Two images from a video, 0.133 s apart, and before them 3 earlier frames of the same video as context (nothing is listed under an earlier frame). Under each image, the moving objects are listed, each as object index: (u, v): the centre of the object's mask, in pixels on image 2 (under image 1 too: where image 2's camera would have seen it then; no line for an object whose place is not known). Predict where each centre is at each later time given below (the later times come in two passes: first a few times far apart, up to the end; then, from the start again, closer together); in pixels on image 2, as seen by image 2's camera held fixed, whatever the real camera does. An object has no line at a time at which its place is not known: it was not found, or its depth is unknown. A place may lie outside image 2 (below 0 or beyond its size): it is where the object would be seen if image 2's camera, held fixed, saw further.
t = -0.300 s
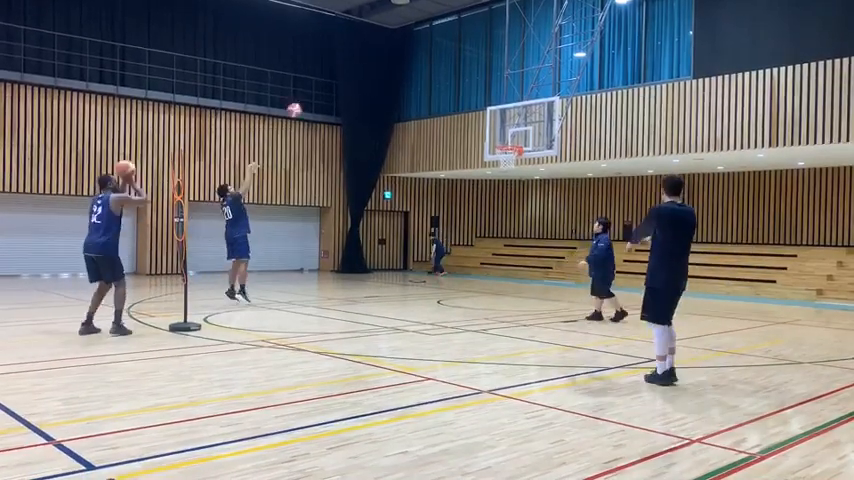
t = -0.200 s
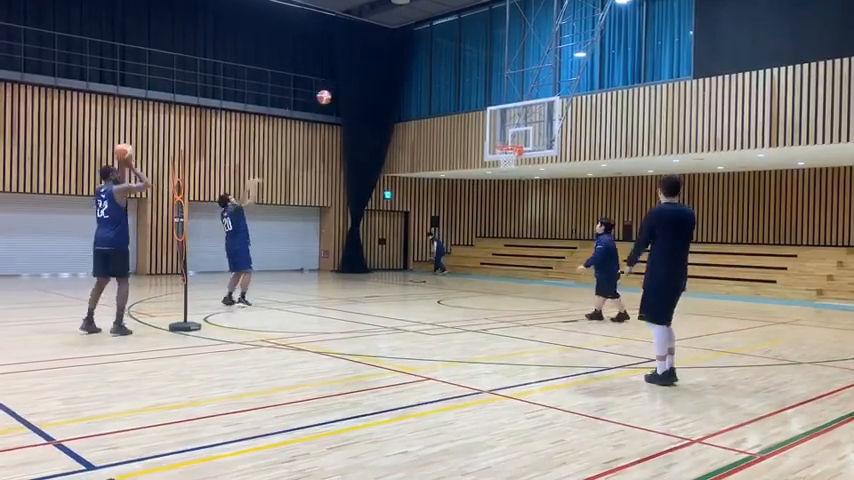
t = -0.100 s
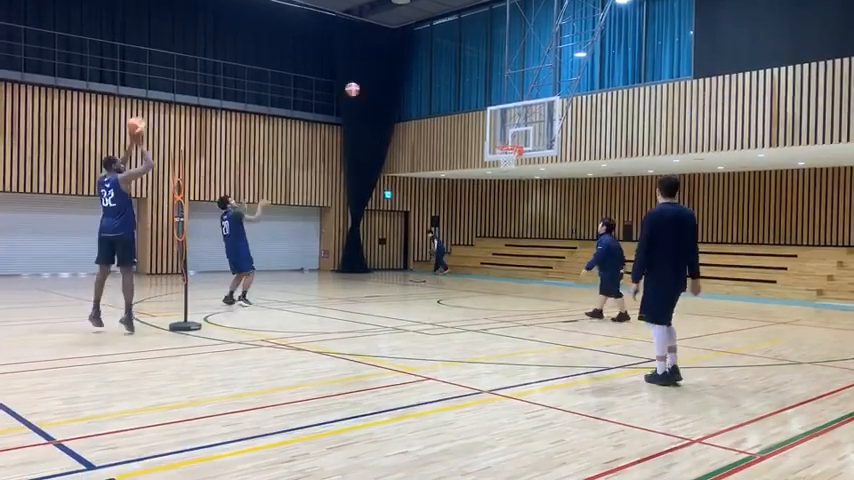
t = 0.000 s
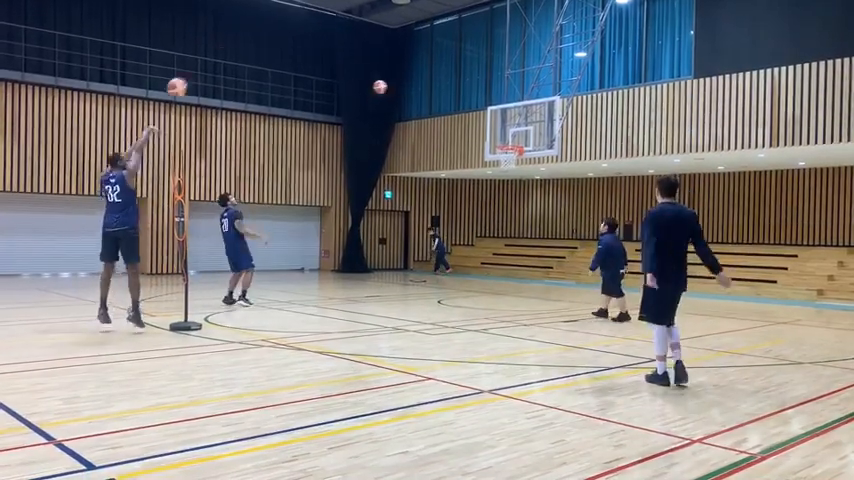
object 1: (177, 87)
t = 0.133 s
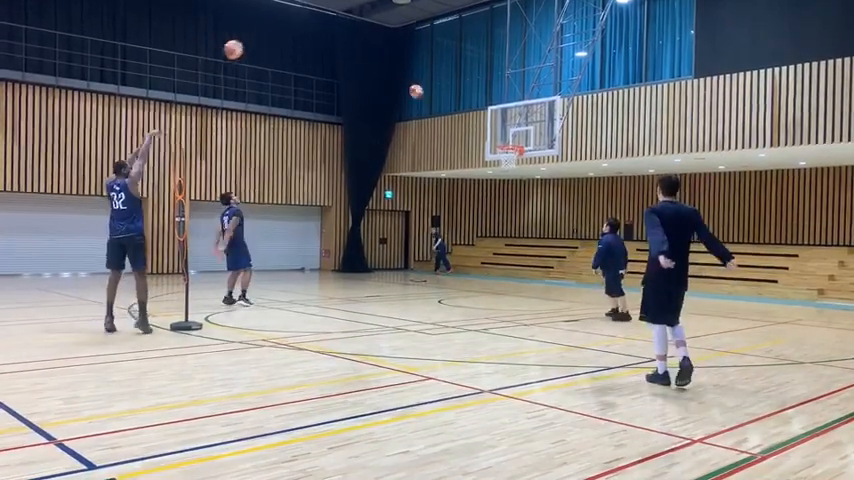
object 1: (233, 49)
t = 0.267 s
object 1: (282, 27)
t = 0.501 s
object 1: (356, 18)
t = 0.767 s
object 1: (427, 46)
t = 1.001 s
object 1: (478, 97)
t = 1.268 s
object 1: (518, 150)
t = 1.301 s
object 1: (519, 150)
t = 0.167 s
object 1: (246, 42)
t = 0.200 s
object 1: (258, 37)
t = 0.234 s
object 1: (270, 31)
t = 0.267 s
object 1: (282, 27)
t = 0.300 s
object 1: (293, 24)
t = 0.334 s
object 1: (304, 21)
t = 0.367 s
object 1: (316, 19)
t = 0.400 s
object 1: (326, 18)
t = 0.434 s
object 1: (336, 17)
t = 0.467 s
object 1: (346, 18)
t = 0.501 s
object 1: (356, 18)
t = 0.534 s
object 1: (366, 20)
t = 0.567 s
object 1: (375, 22)
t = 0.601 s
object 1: (384, 25)
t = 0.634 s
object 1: (393, 28)
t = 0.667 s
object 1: (402, 32)
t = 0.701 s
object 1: (410, 36)
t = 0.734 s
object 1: (418, 41)
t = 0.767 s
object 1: (427, 46)
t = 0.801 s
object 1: (434, 52)
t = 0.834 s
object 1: (442, 59)
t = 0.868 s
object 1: (449, 65)
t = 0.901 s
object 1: (457, 73)
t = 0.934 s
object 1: (464, 81)
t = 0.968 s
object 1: (471, 89)
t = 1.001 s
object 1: (478, 97)
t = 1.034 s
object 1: (485, 106)
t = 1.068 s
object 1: (490, 116)
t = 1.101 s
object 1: (498, 125)
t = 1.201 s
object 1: (517, 150)
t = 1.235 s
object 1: (519, 149)
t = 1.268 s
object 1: (518, 150)
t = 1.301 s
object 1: (519, 150)
